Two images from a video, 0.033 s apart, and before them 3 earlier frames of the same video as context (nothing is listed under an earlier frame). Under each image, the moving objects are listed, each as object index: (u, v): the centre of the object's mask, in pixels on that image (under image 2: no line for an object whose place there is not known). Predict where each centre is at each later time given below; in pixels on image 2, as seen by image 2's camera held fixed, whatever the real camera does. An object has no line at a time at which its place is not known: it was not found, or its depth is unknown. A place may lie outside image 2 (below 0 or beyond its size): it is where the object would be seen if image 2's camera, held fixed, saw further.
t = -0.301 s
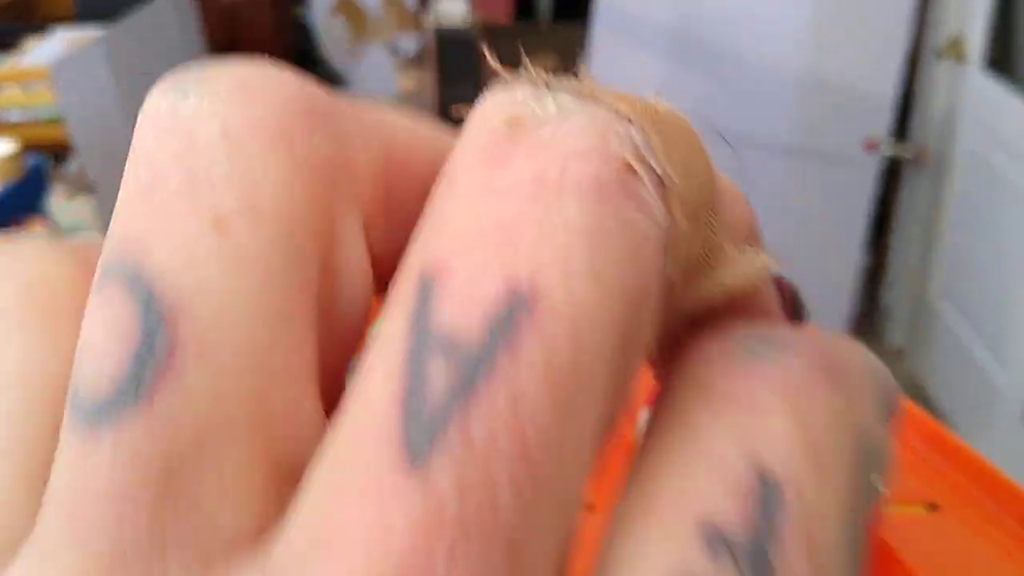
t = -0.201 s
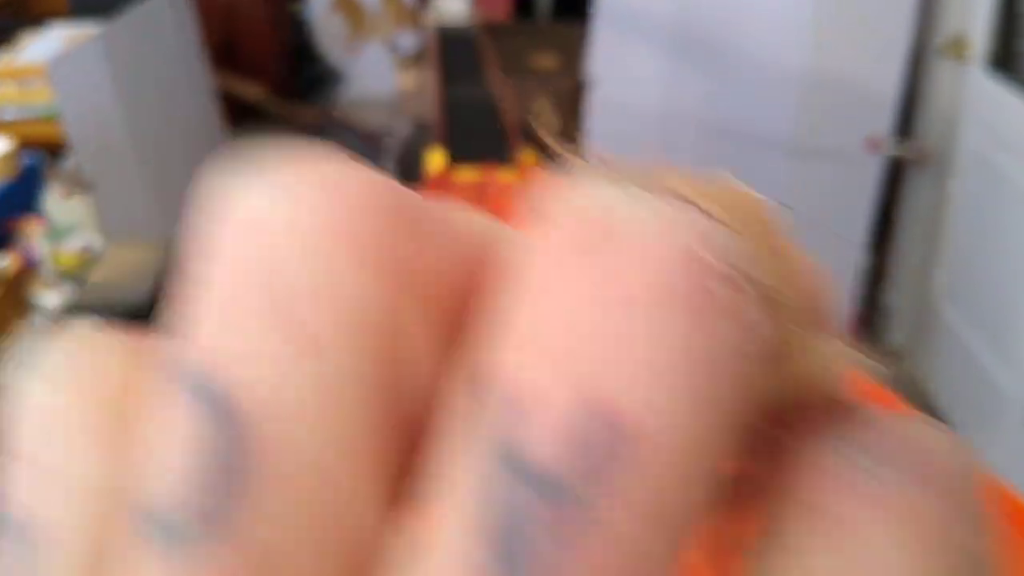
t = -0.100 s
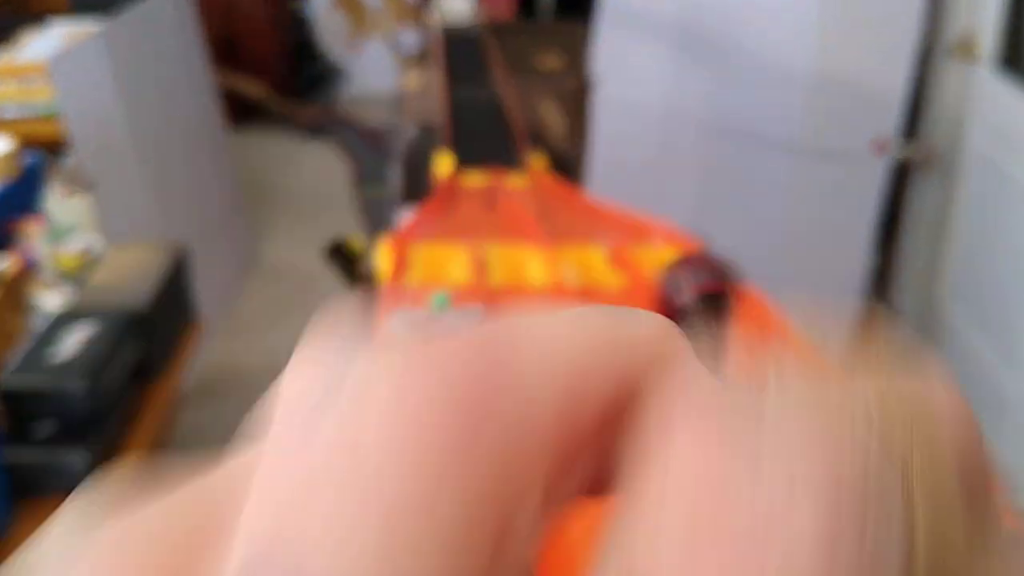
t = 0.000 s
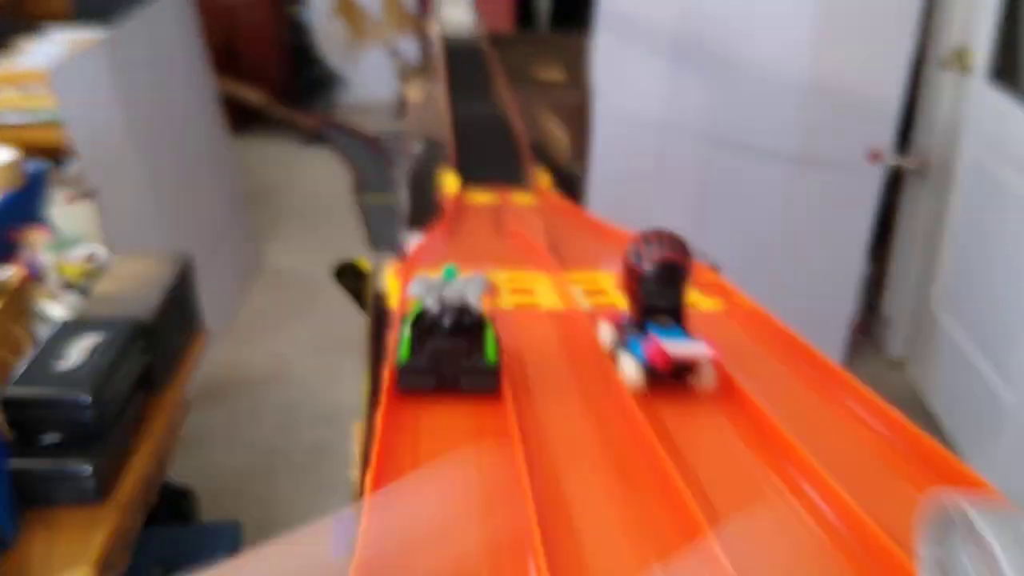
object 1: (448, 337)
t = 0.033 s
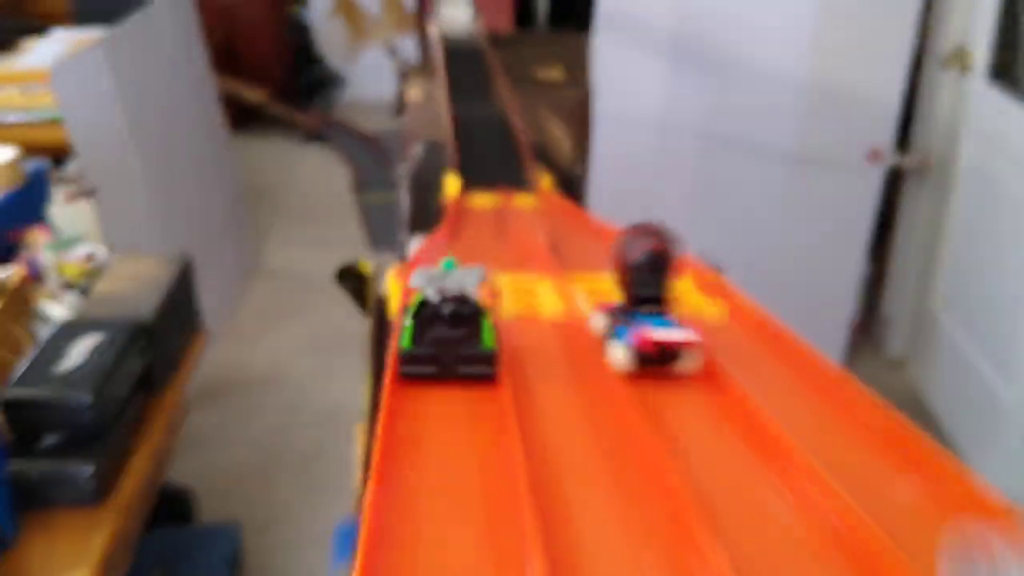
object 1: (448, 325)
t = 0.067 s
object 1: (447, 314)
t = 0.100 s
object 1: (448, 301)
